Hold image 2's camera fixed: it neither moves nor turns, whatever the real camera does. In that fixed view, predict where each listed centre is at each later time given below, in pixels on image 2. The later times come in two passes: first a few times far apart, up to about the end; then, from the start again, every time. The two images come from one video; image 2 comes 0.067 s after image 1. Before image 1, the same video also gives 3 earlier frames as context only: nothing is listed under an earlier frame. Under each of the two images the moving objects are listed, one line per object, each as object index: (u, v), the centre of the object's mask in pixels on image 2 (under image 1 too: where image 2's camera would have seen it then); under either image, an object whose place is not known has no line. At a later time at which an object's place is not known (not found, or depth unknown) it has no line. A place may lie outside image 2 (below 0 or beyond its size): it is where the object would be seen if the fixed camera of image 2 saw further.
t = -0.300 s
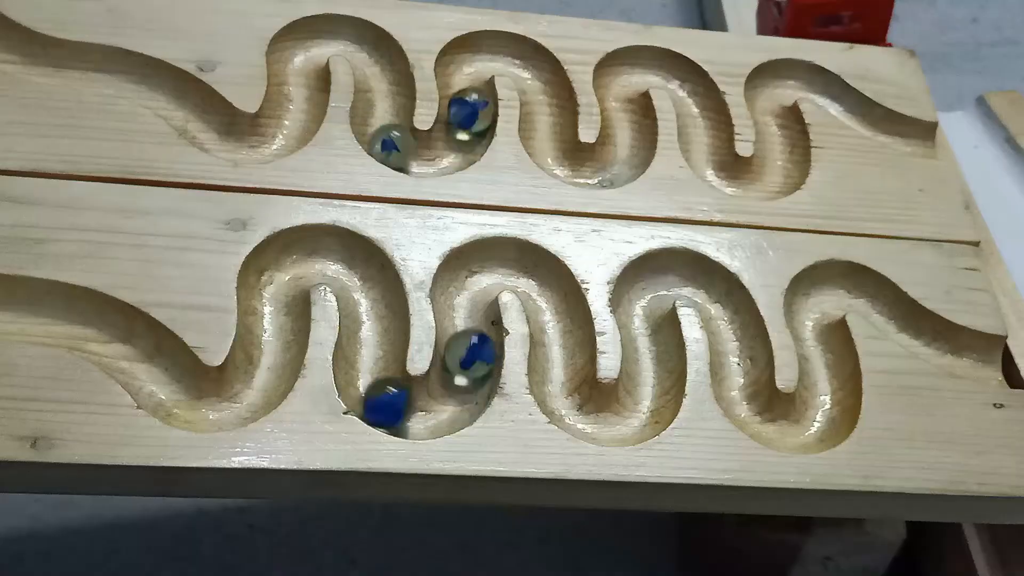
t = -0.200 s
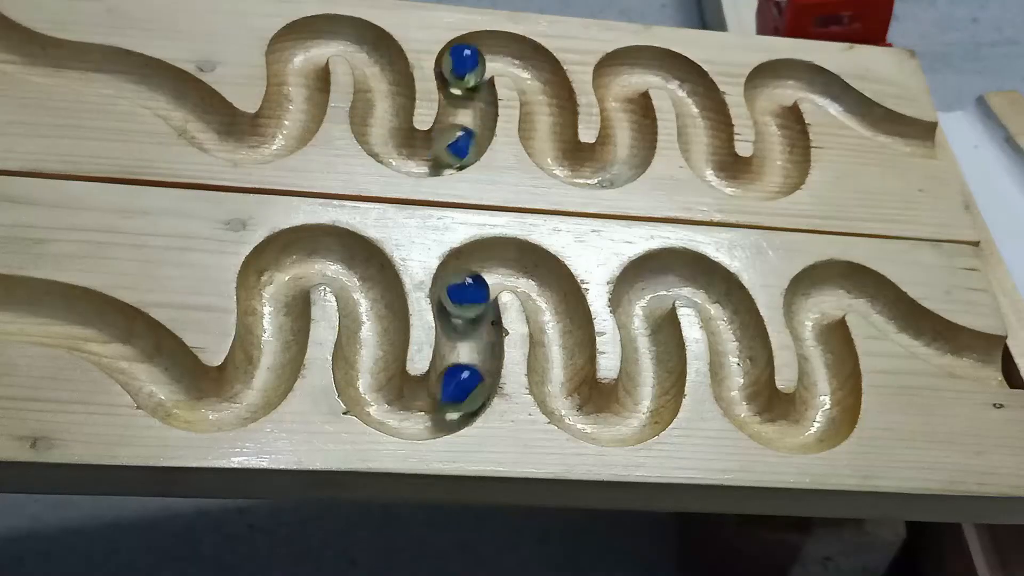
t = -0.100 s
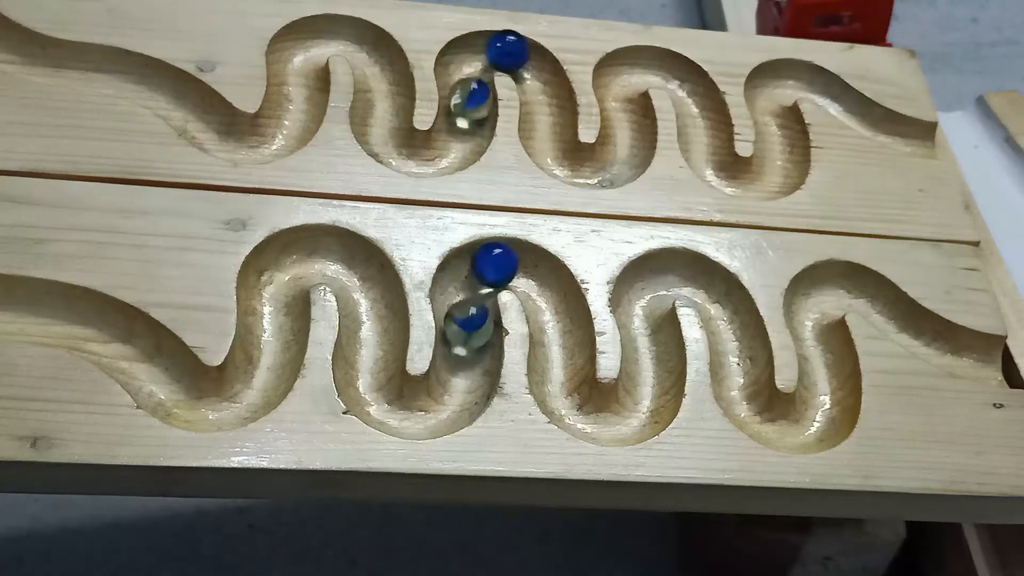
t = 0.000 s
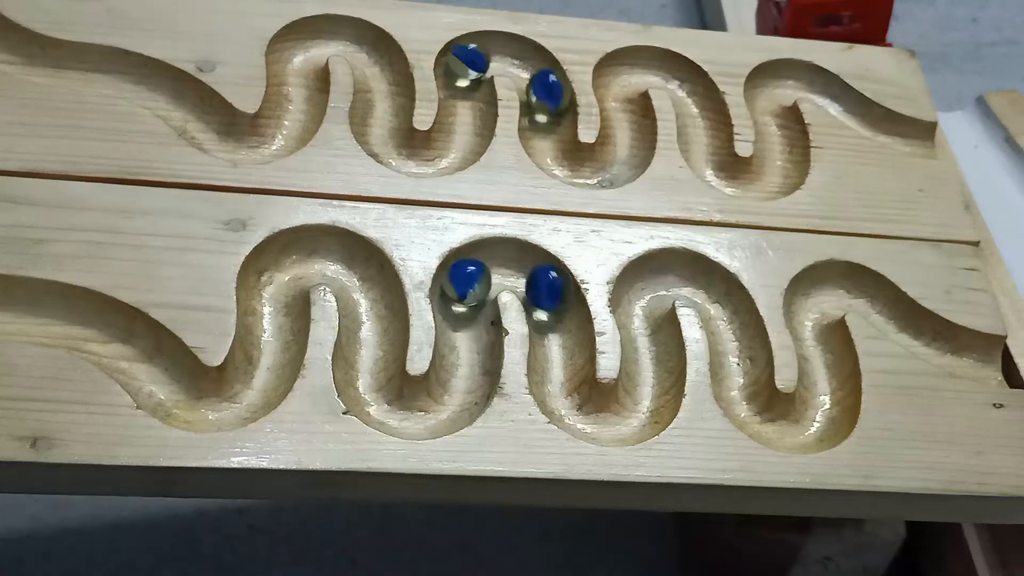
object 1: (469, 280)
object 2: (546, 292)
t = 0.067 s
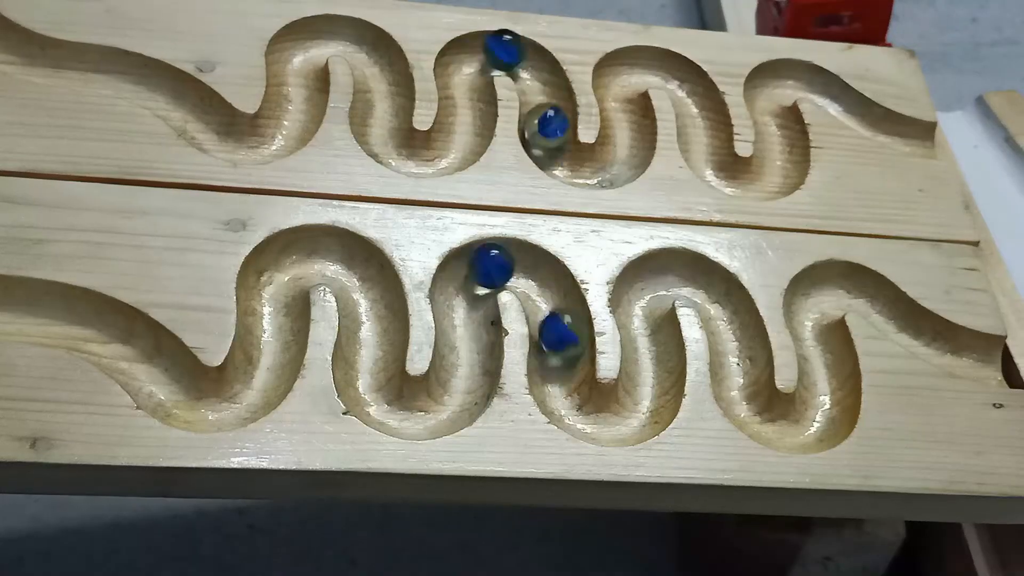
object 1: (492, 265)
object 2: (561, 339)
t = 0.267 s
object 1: (562, 351)
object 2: (637, 415)
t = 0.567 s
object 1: (652, 332)
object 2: (676, 276)
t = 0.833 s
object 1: (722, 302)
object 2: (777, 425)
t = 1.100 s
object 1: (823, 411)
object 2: (813, 311)
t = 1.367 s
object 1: (831, 292)
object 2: (952, 354)
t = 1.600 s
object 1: (990, 368)
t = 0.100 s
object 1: (508, 264)
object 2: (562, 366)
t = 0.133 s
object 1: (529, 270)
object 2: (559, 386)
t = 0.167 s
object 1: (547, 283)
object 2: (568, 403)
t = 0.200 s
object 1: (552, 300)
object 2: (590, 418)
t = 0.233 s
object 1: (558, 327)
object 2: (619, 424)
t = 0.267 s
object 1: (562, 351)
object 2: (637, 415)
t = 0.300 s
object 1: (559, 372)
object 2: (651, 394)
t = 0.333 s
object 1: (563, 396)
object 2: (656, 371)
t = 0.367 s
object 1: (583, 416)
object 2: (651, 354)
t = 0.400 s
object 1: (610, 421)
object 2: (647, 331)
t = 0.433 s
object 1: (637, 413)
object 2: (643, 312)
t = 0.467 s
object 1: (652, 397)
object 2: (639, 298)
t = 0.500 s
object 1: (659, 378)
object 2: (650, 289)
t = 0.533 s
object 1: (652, 354)
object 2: (661, 280)
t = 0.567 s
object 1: (652, 332)
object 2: (676, 276)
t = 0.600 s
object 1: (650, 314)
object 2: (699, 279)
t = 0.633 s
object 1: (643, 298)
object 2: (719, 294)
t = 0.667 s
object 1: (648, 290)
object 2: (732, 316)
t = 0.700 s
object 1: (658, 282)
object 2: (739, 339)
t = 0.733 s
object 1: (670, 275)
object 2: (742, 369)
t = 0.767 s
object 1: (689, 277)
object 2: (742, 393)
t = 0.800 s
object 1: (711, 285)
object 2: (751, 411)
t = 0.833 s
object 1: (722, 302)
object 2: (777, 425)
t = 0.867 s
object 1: (734, 324)
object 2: (802, 430)
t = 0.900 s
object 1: (739, 349)
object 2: (819, 422)
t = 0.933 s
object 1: (744, 370)
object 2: (827, 402)
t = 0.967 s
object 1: (743, 396)
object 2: (830, 383)
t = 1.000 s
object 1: (757, 416)
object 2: (828, 362)
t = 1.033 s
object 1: (784, 425)
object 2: (818, 341)
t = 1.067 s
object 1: (811, 429)
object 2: (814, 324)
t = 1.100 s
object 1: (823, 411)
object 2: (813, 311)
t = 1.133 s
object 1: (834, 394)
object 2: (815, 297)
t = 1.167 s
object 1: (834, 373)
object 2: (826, 290)
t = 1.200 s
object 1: (826, 352)
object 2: (841, 286)
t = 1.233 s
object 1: (819, 338)
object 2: (861, 289)
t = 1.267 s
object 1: (818, 321)
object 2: (881, 299)
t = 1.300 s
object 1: (815, 305)
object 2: (898, 318)
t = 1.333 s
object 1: (820, 295)
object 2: (922, 336)
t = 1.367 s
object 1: (831, 292)
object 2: (952, 354)
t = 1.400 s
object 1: (846, 286)
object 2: (984, 367)
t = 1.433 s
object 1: (865, 288)
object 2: (1011, 366)
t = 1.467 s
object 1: (884, 304)
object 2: (1020, 357)
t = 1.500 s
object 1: (903, 321)
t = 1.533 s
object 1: (932, 343)
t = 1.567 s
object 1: (960, 354)
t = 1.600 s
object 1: (990, 368)
